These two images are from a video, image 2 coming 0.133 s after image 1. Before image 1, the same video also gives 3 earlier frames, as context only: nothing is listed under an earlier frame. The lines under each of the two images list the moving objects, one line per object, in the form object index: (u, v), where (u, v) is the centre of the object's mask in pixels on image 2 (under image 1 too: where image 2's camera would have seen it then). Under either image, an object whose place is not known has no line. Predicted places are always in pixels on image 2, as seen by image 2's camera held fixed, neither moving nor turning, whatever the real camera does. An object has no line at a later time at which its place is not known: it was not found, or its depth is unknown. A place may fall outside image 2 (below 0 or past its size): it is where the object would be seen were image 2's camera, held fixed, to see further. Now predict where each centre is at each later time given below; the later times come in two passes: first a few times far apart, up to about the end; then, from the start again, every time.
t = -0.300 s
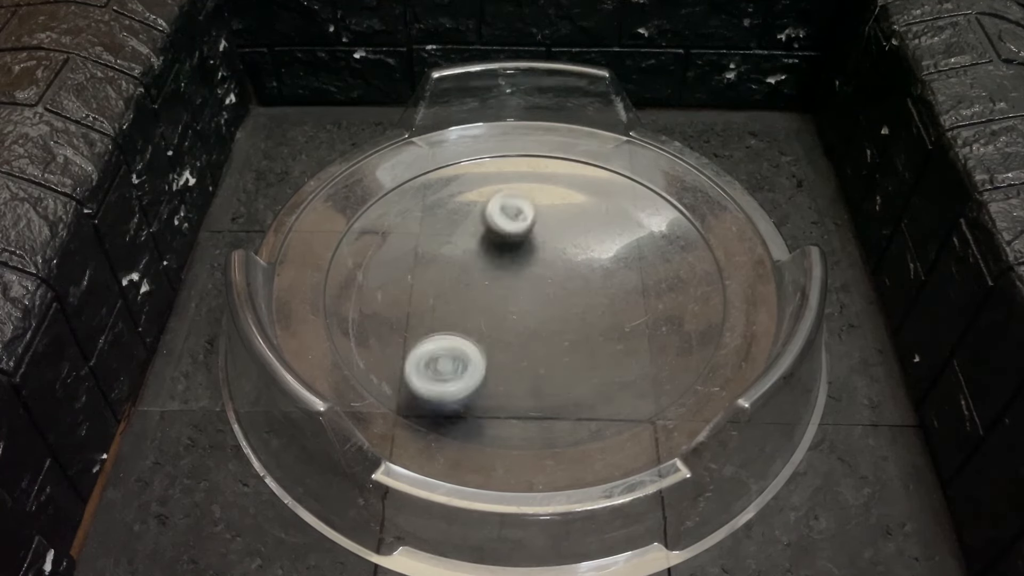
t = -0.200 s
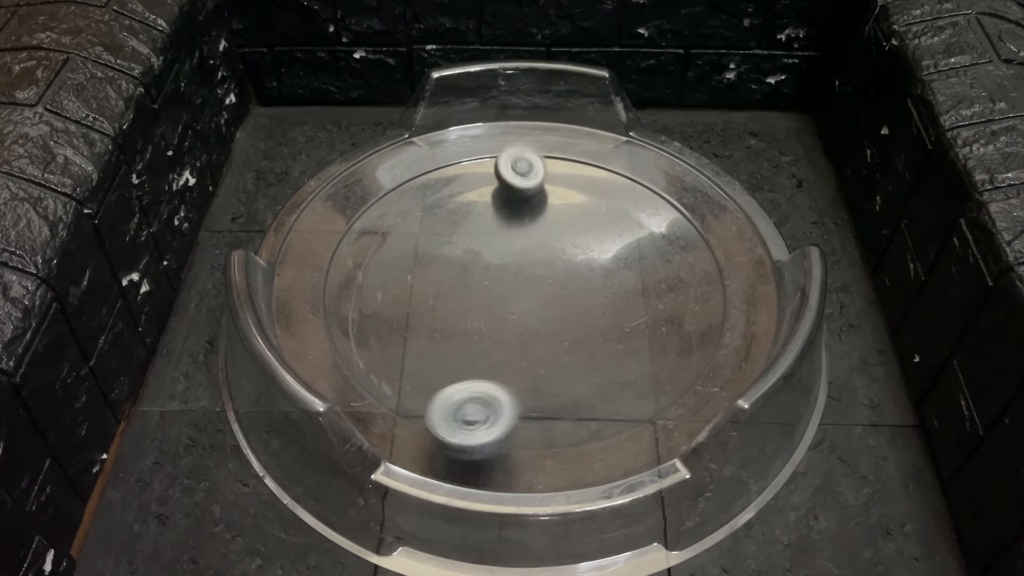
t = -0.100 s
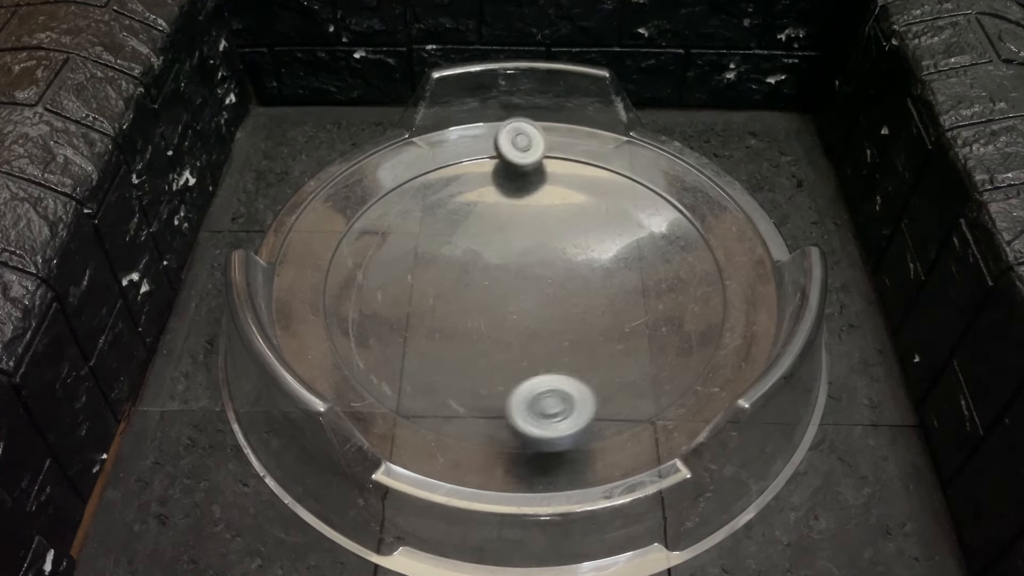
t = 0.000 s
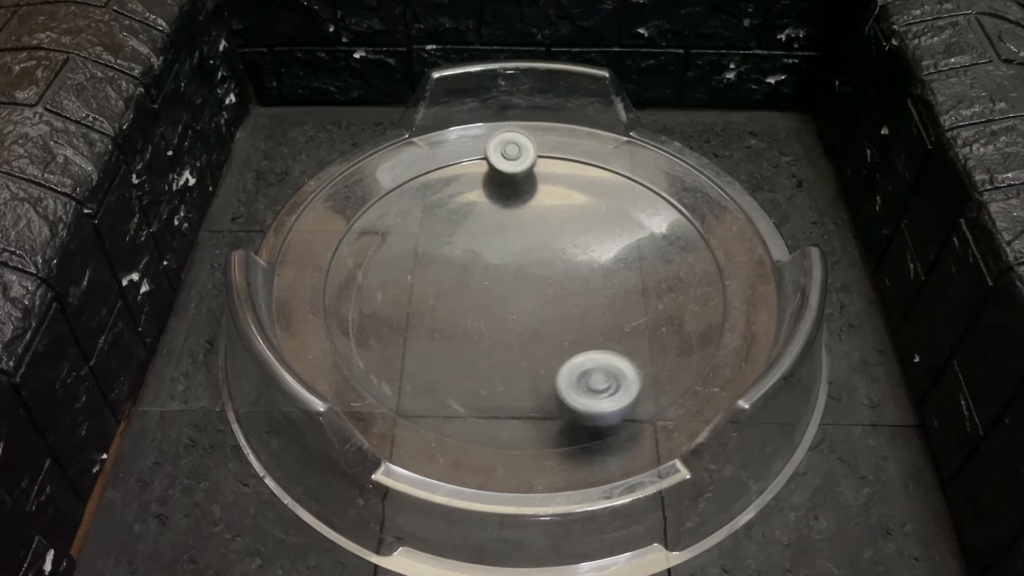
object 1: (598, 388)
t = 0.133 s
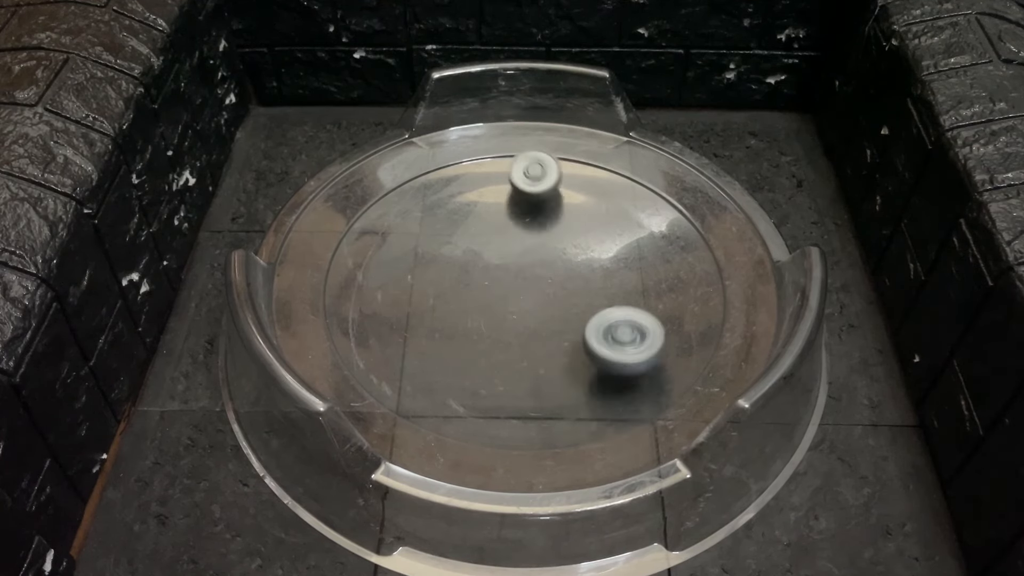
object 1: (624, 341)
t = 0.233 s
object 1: (610, 301)
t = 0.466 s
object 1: (517, 316)
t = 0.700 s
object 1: (492, 346)
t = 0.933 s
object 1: (521, 337)
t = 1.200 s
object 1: (493, 352)
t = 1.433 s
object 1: (512, 328)
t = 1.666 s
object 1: (456, 306)
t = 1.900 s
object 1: (440, 326)
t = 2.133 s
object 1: (482, 308)
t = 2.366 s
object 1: (487, 262)
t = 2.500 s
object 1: (480, 245)
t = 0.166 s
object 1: (623, 327)
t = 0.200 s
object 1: (618, 313)
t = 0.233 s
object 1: (610, 301)
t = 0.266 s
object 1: (600, 289)
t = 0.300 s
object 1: (586, 277)
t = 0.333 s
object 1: (572, 282)
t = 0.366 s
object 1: (555, 295)
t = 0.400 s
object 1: (539, 304)
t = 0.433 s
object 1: (526, 310)
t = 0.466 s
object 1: (517, 316)
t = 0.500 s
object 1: (510, 321)
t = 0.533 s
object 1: (503, 326)
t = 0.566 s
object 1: (498, 330)
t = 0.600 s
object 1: (494, 335)
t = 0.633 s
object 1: (492, 339)
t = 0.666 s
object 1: (491, 343)
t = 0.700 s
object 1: (492, 346)
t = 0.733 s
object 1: (495, 350)
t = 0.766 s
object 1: (499, 352)
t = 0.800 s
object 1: (505, 353)
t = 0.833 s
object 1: (512, 351)
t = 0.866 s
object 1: (516, 347)
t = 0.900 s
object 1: (520, 342)
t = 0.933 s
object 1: (521, 337)
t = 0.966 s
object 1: (520, 331)
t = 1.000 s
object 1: (517, 324)
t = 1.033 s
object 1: (508, 329)
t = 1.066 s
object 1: (497, 339)
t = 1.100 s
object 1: (491, 346)
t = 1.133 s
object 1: (488, 350)
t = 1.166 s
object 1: (489, 352)
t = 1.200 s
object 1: (493, 352)
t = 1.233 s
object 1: (499, 351)
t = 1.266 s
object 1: (504, 348)
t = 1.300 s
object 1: (509, 344)
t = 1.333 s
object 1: (512, 340)
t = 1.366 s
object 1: (514, 336)
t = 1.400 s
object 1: (514, 332)
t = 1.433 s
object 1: (512, 328)
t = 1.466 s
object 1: (508, 323)
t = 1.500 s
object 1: (503, 318)
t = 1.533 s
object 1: (498, 311)
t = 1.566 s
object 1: (494, 304)
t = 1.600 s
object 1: (487, 300)
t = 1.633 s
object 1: (468, 304)
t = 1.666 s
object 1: (456, 306)
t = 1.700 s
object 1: (449, 308)
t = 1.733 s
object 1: (444, 311)
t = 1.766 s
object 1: (441, 314)
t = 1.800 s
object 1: (438, 317)
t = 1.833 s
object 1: (436, 320)
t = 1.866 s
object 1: (437, 323)
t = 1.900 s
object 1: (440, 326)
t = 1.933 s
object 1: (446, 328)
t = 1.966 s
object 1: (453, 328)
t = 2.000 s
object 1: (461, 327)
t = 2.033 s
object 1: (469, 325)
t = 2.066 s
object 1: (475, 320)
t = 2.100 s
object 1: (480, 315)
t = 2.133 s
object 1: (482, 308)
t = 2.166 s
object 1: (484, 301)
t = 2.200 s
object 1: (485, 294)
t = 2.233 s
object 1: (487, 286)
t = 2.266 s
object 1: (488, 280)
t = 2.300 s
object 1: (488, 273)
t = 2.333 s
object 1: (487, 267)
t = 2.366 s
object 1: (487, 262)
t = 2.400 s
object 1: (485, 257)
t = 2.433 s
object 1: (483, 252)
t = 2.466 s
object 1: (481, 248)
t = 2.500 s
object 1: (480, 245)
